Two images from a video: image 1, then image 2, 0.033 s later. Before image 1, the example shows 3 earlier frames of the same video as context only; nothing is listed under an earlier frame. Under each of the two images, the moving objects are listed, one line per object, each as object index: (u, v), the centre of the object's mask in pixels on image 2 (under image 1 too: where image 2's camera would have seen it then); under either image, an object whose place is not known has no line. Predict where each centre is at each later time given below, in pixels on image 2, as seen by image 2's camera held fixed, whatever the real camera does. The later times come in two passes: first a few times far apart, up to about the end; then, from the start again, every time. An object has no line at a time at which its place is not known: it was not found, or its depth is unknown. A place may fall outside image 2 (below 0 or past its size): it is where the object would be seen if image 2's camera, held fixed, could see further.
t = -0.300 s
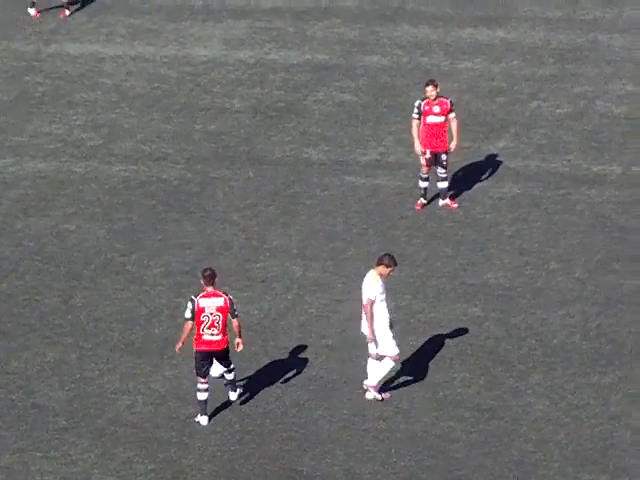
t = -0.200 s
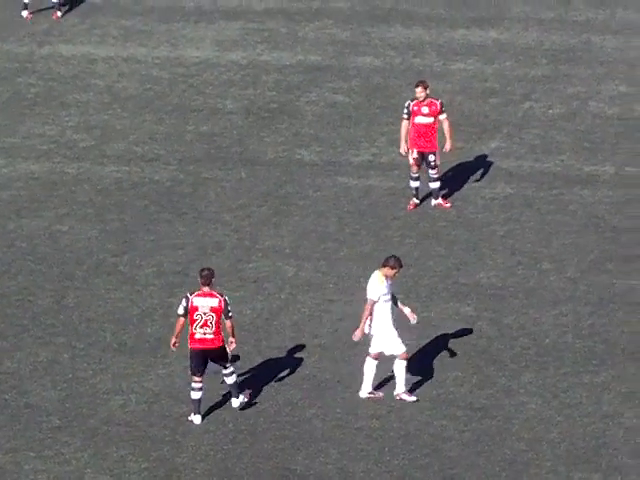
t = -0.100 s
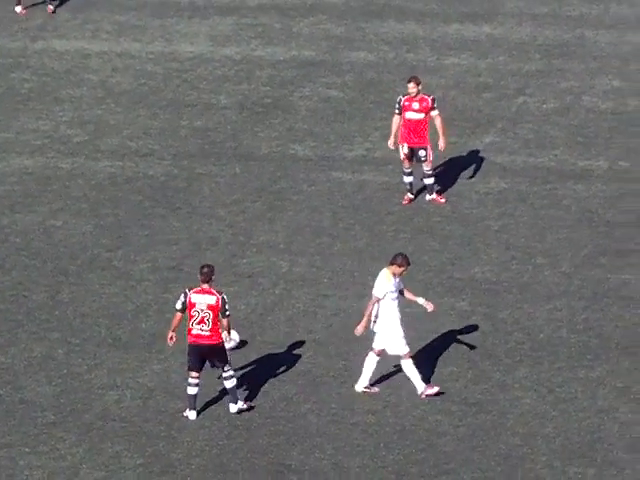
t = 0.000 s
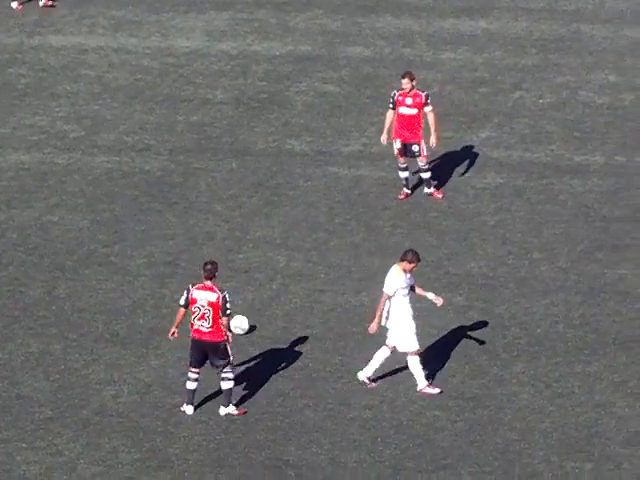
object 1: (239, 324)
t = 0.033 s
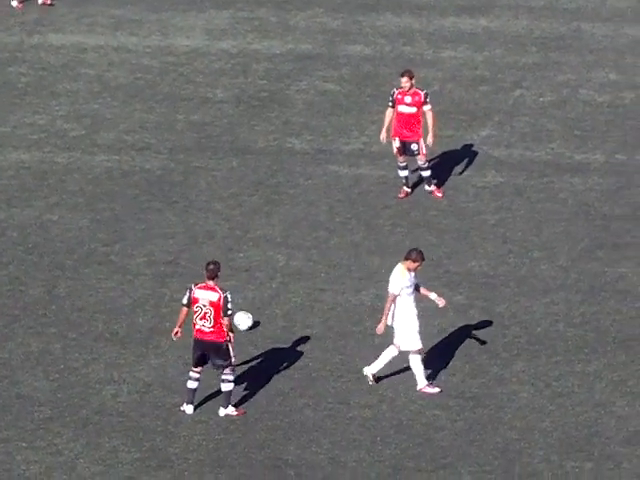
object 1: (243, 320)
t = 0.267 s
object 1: (269, 299)
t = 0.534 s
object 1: (298, 274)
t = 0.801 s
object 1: (324, 253)
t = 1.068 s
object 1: (348, 234)
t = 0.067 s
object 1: (246, 318)
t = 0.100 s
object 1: (251, 315)
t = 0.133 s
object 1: (254, 311)
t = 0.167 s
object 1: (258, 308)
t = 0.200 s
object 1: (262, 305)
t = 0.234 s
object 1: (265, 301)
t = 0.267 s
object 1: (269, 299)
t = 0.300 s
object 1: (273, 295)
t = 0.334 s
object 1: (276, 292)
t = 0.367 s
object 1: (280, 289)
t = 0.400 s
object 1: (284, 286)
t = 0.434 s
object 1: (287, 283)
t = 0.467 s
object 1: (291, 280)
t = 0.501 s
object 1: (294, 277)
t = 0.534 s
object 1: (298, 274)
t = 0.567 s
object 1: (301, 271)
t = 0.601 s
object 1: (305, 269)
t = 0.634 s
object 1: (308, 267)
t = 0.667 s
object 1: (311, 264)
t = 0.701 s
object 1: (315, 261)
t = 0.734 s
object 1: (317, 259)
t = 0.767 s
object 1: (321, 255)
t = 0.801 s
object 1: (324, 253)
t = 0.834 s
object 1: (327, 251)
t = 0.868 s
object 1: (330, 248)
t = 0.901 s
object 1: (333, 245)
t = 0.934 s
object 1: (336, 244)
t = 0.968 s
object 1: (339, 241)
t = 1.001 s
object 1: (342, 239)
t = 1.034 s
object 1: (346, 236)
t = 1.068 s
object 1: (348, 234)
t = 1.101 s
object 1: (351, 231)
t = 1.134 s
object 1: (354, 228)
